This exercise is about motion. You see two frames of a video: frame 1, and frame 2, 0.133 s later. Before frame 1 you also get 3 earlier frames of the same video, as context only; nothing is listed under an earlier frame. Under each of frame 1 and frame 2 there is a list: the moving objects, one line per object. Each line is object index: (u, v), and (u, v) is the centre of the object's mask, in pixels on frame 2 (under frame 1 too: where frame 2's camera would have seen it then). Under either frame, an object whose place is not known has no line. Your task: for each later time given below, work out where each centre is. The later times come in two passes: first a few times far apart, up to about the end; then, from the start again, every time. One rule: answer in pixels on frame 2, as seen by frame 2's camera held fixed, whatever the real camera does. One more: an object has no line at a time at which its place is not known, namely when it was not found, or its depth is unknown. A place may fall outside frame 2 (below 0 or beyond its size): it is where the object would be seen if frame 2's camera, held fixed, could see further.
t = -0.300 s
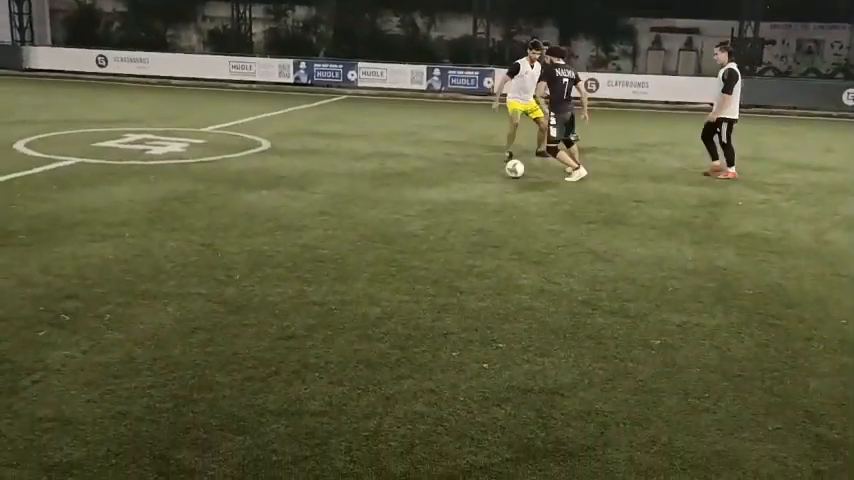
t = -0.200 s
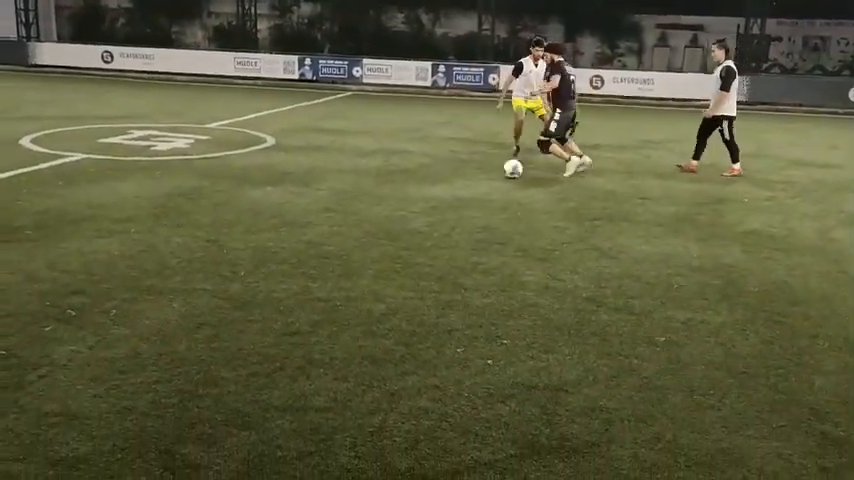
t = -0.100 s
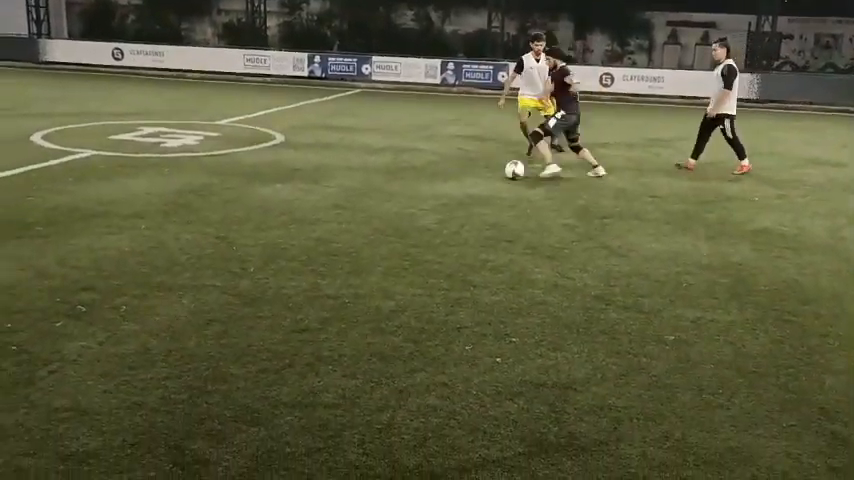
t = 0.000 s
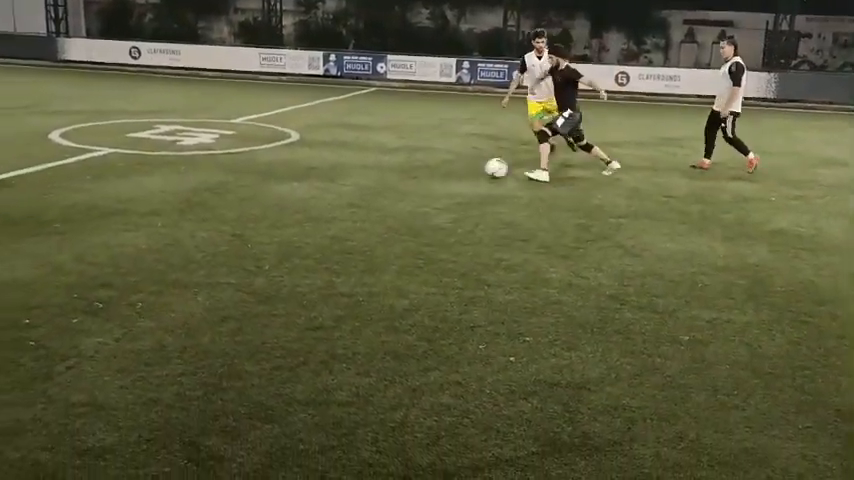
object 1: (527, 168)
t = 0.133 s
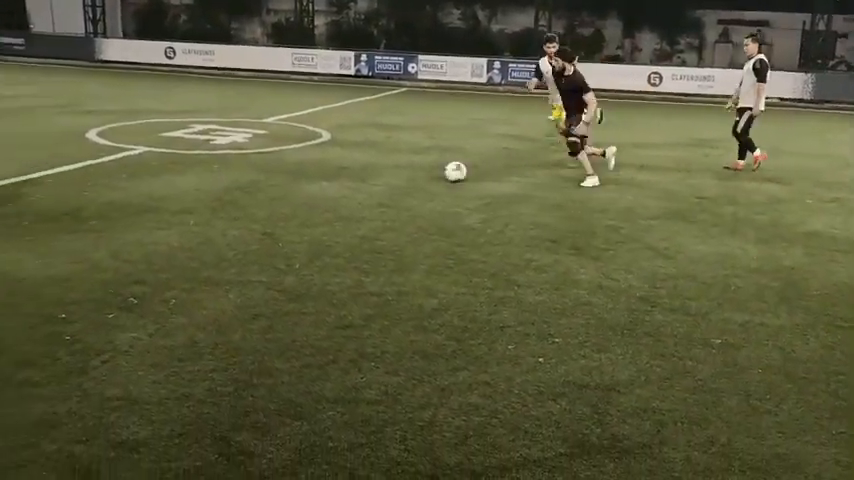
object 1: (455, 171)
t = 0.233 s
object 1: (406, 173)
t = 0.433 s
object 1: (320, 172)
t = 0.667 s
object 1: (226, 178)
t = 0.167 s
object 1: (439, 171)
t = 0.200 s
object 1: (422, 172)
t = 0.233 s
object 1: (406, 173)
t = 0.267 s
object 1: (390, 173)
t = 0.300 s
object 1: (376, 173)
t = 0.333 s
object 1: (361, 172)
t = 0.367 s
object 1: (346, 174)
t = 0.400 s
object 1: (333, 173)
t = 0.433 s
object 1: (320, 172)
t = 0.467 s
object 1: (306, 173)
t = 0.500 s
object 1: (293, 175)
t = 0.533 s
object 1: (279, 175)
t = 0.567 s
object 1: (266, 176)
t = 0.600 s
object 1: (253, 177)
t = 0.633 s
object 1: (238, 178)
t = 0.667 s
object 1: (226, 178)
